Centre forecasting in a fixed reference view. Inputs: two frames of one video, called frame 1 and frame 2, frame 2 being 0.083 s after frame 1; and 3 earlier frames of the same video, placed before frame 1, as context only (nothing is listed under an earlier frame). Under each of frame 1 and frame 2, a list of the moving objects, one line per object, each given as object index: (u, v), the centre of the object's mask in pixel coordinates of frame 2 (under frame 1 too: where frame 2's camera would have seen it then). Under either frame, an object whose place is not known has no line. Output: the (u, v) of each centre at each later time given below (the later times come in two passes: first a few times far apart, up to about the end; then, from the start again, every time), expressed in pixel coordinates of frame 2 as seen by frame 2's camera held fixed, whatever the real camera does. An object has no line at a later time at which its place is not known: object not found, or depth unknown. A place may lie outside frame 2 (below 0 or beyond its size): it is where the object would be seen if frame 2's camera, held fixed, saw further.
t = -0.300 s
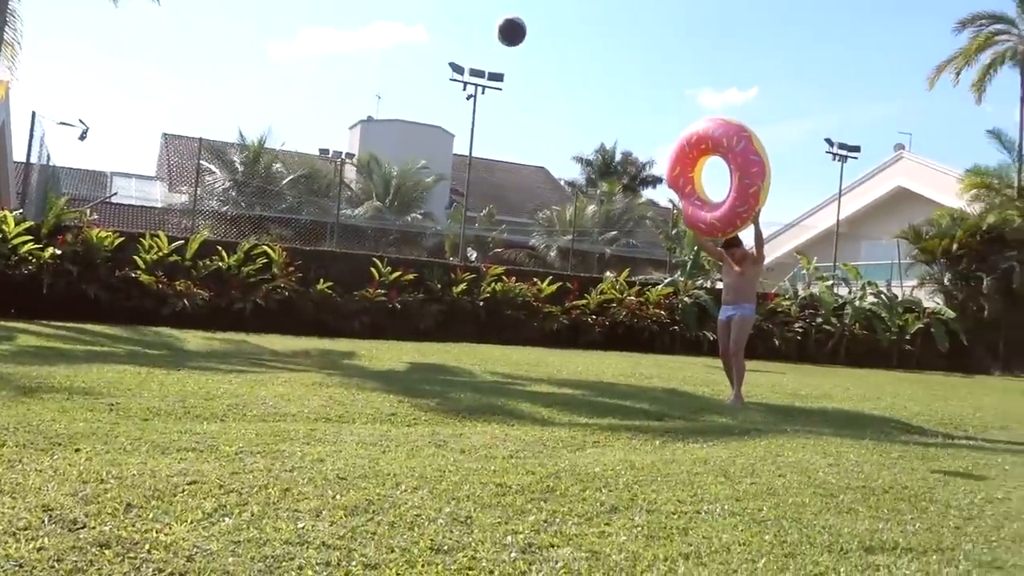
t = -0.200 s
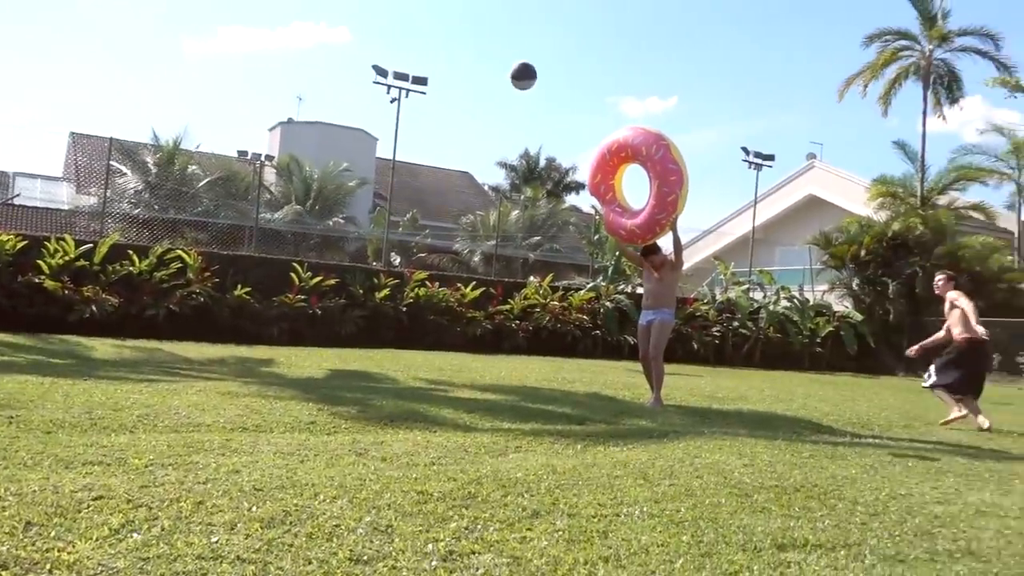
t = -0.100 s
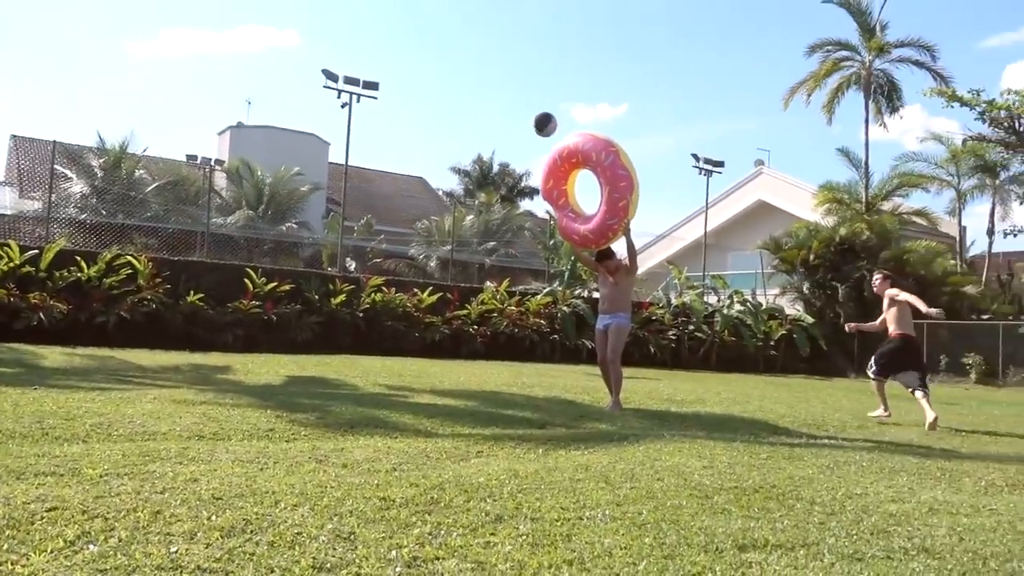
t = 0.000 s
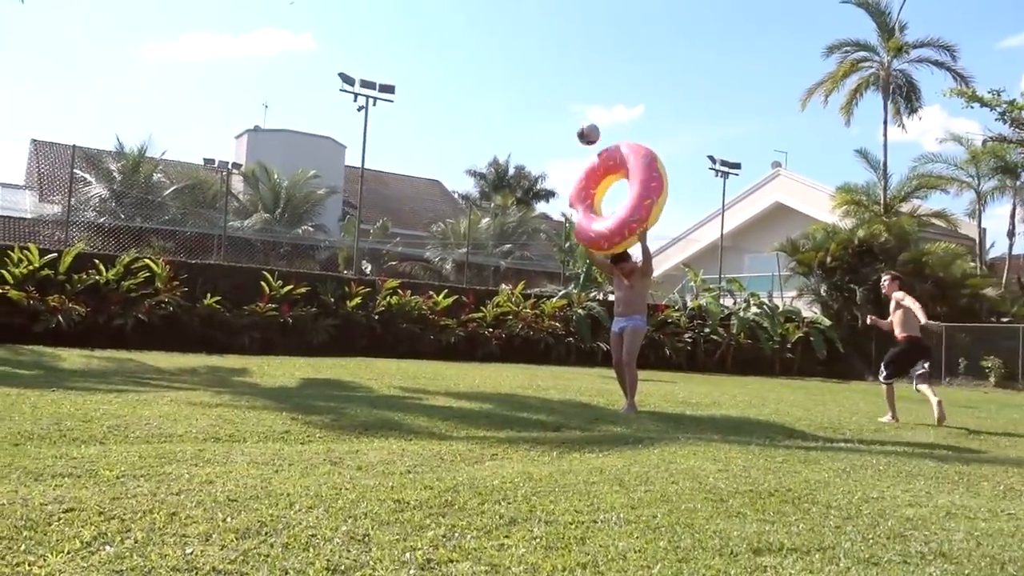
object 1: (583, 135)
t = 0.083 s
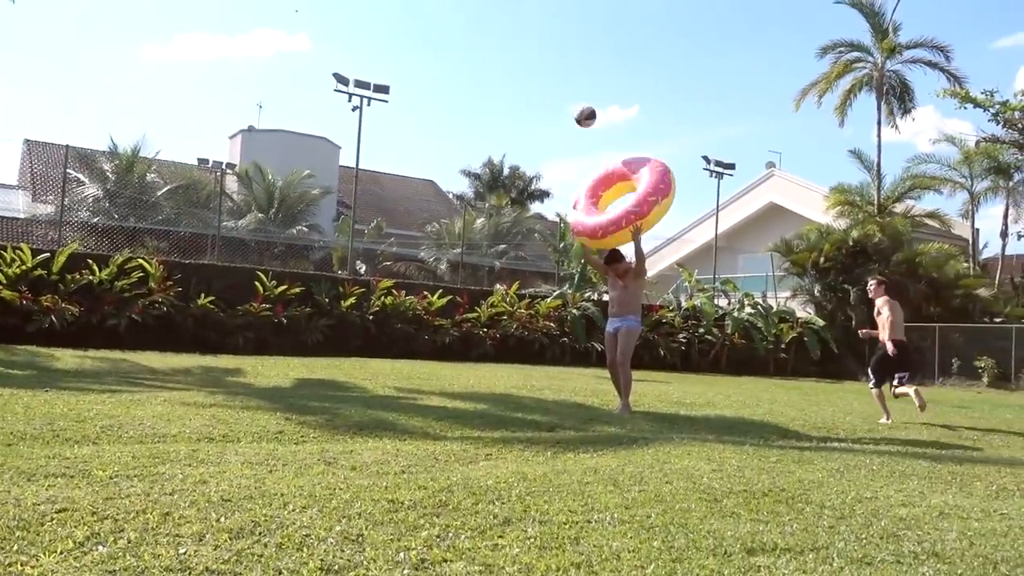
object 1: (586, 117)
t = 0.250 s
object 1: (588, 101)
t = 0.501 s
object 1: (590, 122)
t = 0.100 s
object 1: (586, 114)
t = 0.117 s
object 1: (587, 112)
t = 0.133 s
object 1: (587, 109)
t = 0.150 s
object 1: (587, 107)
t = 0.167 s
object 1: (587, 105)
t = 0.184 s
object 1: (588, 104)
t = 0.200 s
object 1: (588, 103)
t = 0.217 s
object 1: (588, 102)
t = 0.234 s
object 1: (588, 102)
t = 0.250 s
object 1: (588, 101)
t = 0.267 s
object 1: (589, 101)
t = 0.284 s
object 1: (589, 101)
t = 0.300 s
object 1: (589, 101)
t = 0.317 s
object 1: (589, 102)
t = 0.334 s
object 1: (589, 102)
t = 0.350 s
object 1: (589, 103)
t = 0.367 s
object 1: (589, 104)
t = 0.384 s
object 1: (589, 106)
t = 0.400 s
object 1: (589, 107)
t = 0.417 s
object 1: (589, 110)
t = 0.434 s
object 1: (590, 112)
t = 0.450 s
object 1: (590, 114)
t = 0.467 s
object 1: (590, 117)
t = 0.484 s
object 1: (590, 119)
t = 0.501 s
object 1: (590, 122)
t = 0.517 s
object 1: (590, 125)
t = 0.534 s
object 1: (590, 128)
